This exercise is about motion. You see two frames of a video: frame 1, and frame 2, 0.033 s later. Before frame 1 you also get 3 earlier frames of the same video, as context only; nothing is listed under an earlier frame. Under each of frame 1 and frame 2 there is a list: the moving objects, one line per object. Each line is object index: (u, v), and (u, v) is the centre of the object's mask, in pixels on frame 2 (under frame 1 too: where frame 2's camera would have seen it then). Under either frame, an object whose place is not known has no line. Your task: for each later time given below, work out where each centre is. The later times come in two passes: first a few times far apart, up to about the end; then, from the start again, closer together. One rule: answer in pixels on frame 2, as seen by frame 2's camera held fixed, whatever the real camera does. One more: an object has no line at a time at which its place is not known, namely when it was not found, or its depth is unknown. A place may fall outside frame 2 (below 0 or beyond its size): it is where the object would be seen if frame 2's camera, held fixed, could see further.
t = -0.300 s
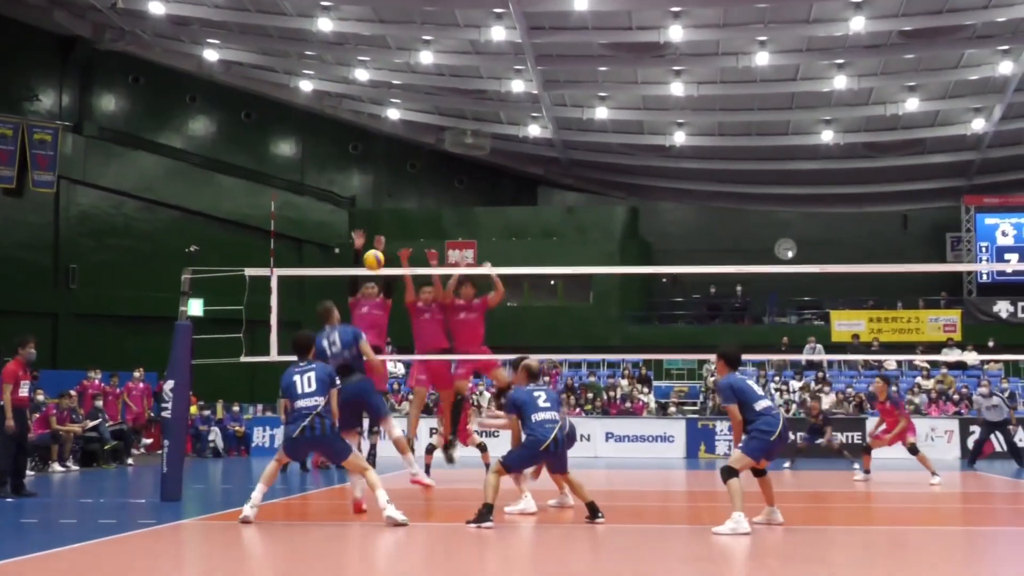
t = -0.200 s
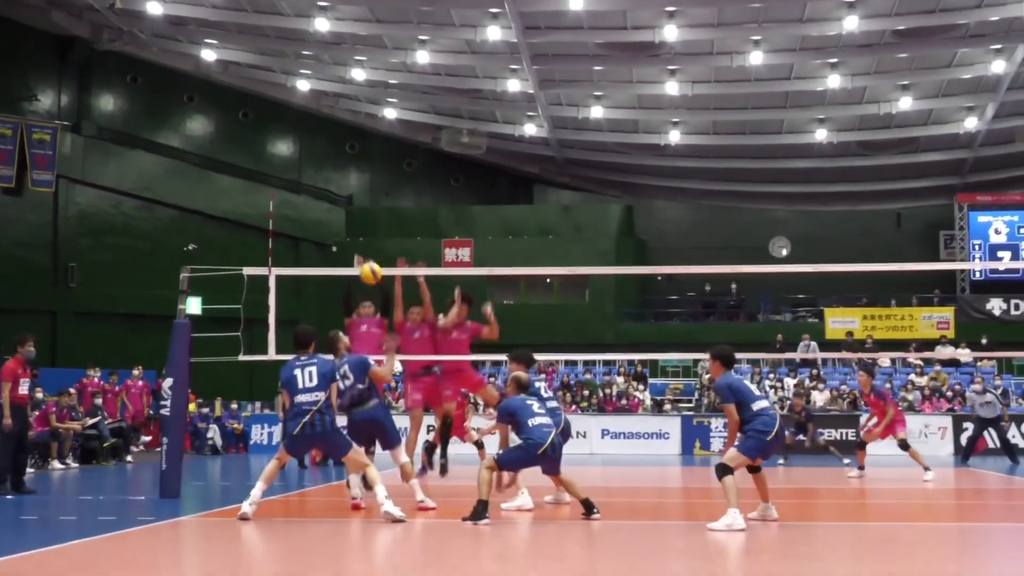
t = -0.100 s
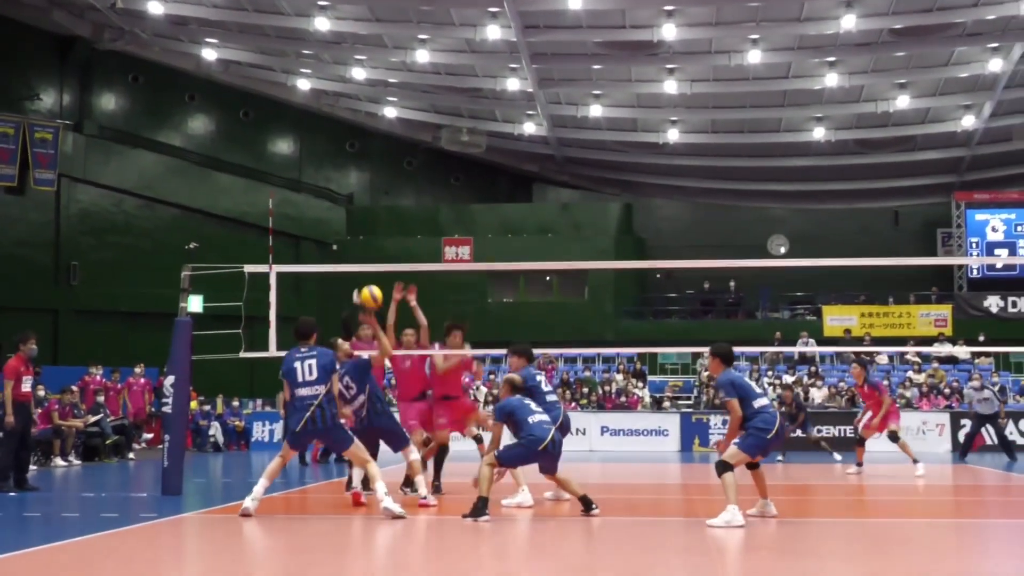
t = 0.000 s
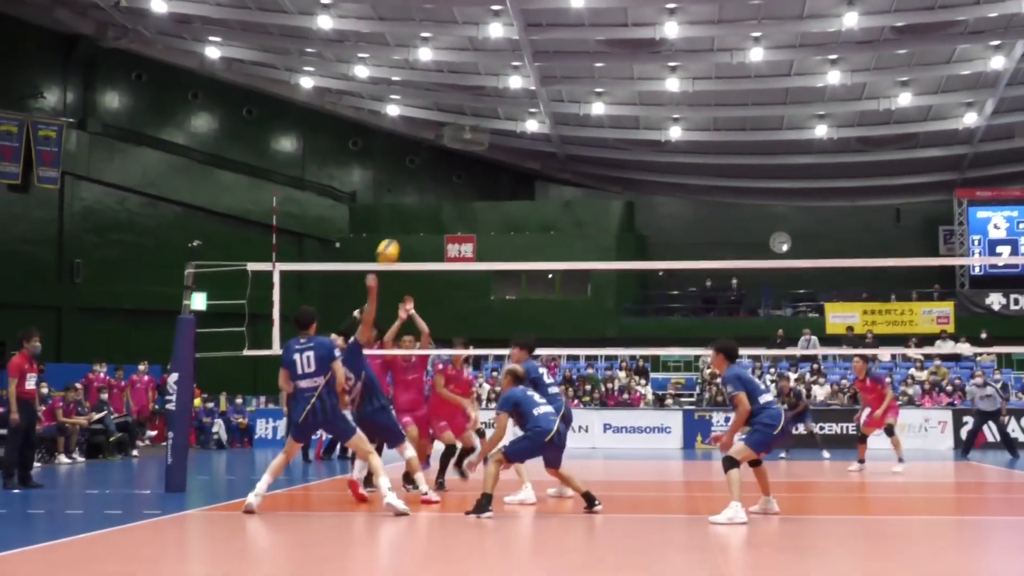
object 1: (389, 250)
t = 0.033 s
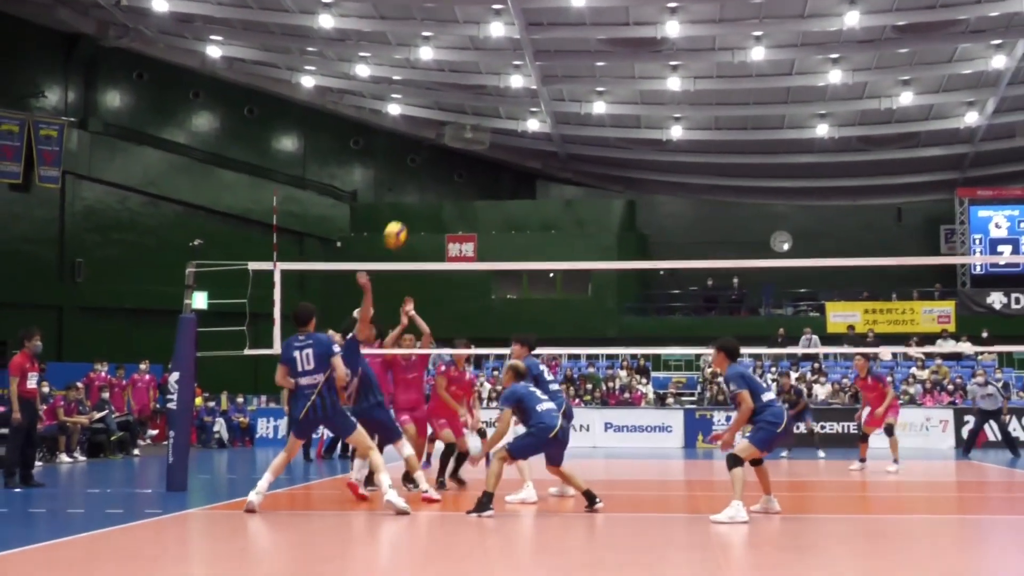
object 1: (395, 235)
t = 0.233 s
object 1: (433, 153)
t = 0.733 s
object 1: (522, 128)
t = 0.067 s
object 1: (401, 218)
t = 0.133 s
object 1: (415, 188)
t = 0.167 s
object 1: (421, 175)
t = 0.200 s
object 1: (426, 164)
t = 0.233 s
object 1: (433, 153)
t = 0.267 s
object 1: (441, 142)
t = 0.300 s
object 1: (445, 135)
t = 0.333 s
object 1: (453, 127)
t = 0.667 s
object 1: (513, 116)
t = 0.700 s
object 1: (515, 123)
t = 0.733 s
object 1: (522, 128)
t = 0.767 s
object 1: (526, 135)
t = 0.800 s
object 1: (530, 144)
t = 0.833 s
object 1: (536, 153)
